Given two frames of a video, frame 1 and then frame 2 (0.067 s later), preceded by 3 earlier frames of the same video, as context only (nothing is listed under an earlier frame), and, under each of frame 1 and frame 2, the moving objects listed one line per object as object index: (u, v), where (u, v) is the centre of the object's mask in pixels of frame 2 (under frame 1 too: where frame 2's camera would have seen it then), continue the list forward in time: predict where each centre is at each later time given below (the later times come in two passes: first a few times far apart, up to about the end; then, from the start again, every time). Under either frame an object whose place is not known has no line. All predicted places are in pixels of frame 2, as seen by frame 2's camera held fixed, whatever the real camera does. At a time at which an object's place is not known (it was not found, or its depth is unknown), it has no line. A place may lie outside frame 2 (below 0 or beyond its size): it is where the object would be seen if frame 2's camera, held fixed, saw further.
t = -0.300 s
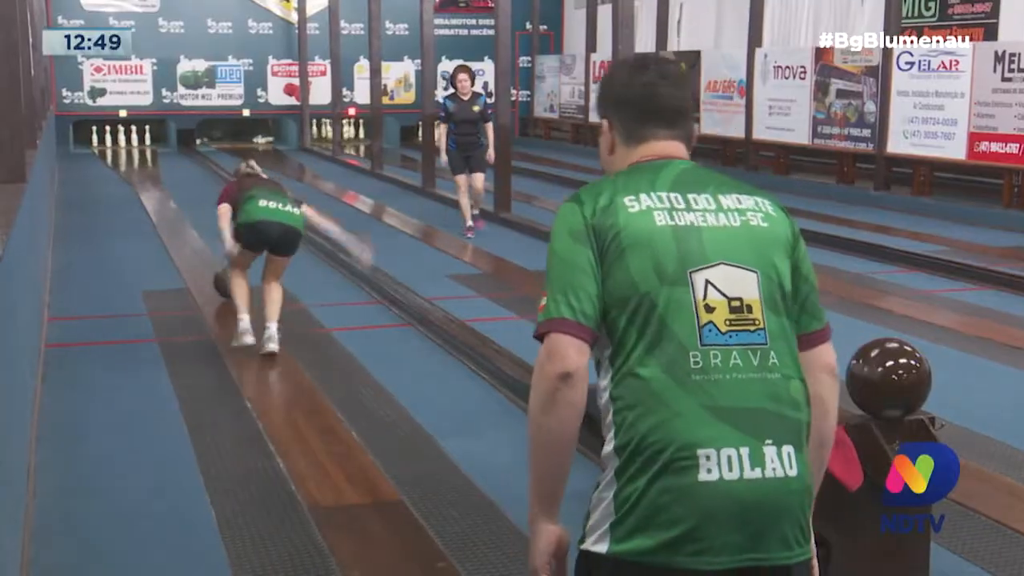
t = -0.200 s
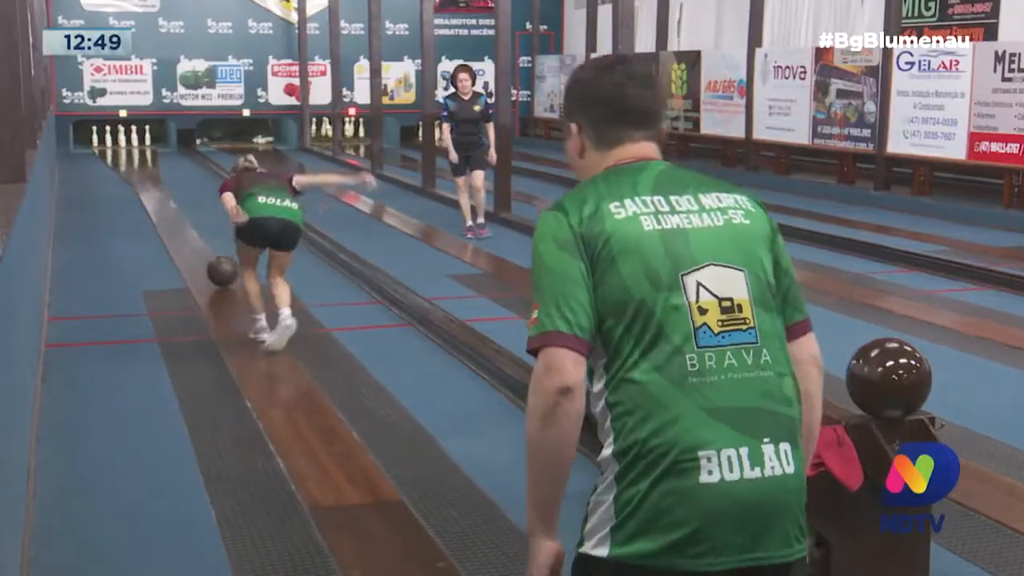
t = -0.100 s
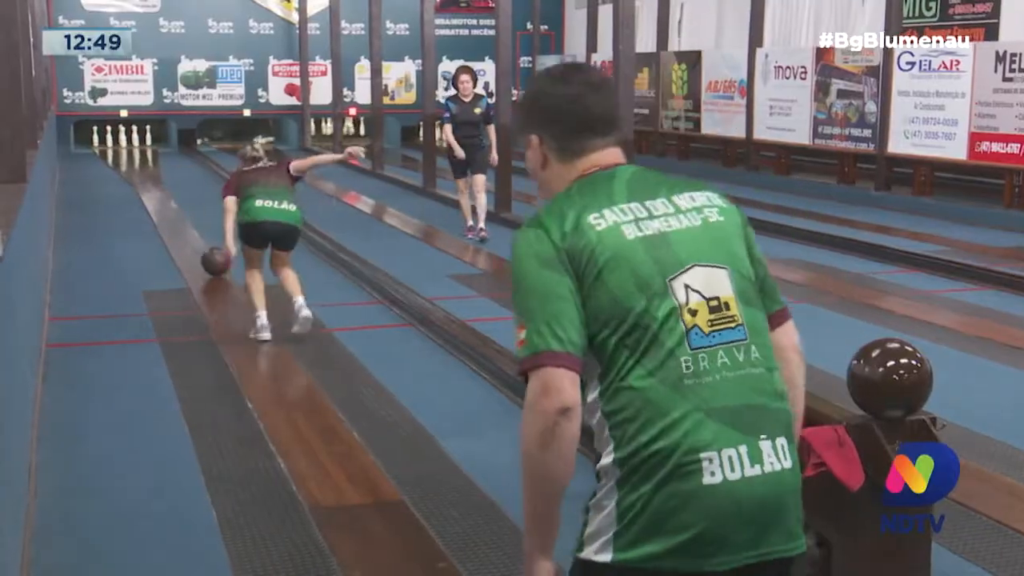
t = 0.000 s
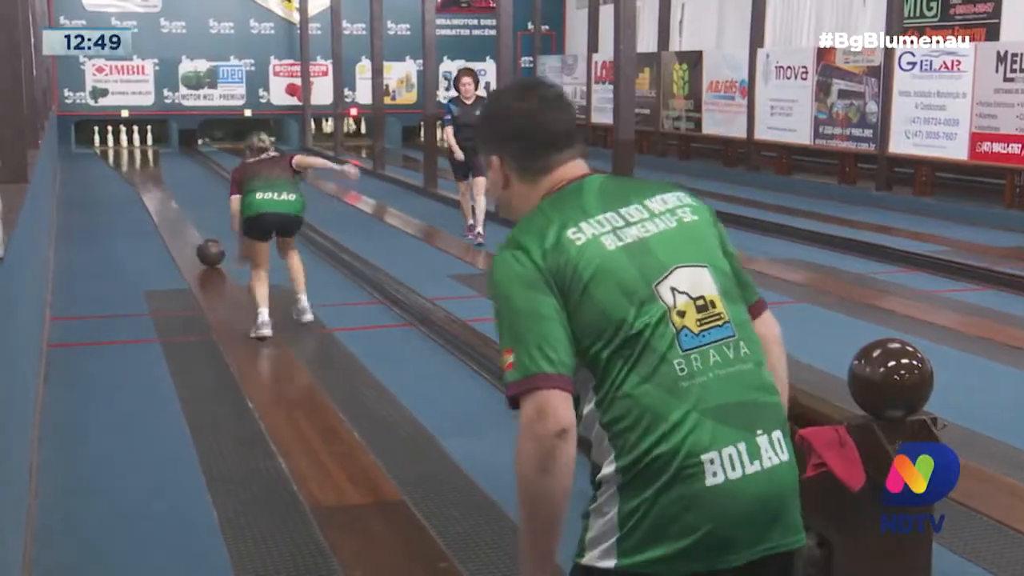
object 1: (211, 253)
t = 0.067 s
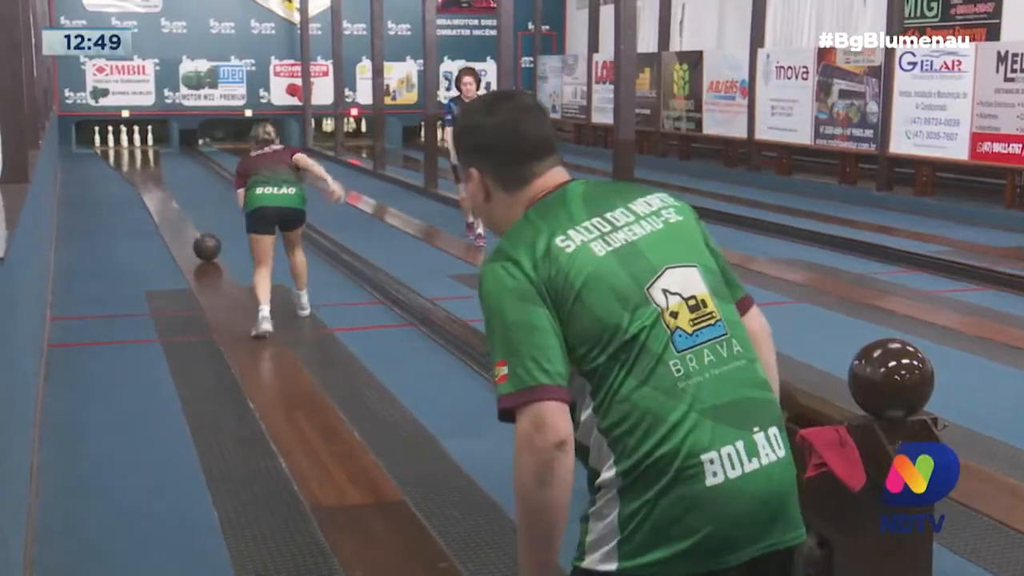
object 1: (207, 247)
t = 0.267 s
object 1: (196, 232)
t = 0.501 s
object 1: (184, 219)
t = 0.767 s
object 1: (173, 207)
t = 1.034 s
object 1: (163, 197)
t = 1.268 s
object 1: (156, 190)
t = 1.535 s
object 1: (149, 182)
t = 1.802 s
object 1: (143, 176)
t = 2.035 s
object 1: (139, 172)
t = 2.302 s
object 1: (134, 168)
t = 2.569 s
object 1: (130, 162)
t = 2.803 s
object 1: (127, 157)
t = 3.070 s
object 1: (126, 154)
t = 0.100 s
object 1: (205, 244)
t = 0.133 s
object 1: (203, 242)
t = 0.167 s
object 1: (201, 239)
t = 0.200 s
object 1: (199, 237)
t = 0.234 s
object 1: (198, 235)
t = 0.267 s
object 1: (196, 232)
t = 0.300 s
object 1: (194, 231)
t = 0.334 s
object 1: (192, 229)
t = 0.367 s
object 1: (190, 227)
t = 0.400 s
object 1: (189, 225)
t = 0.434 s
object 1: (187, 223)
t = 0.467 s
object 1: (186, 221)
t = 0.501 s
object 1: (184, 219)
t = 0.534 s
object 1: (183, 218)
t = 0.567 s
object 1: (181, 216)
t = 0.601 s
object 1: (180, 215)
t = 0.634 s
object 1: (178, 213)
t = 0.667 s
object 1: (177, 211)
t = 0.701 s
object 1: (176, 210)
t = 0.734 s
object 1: (174, 208)
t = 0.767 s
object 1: (173, 207)
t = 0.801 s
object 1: (172, 205)
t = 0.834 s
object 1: (170, 205)
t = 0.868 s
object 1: (169, 203)
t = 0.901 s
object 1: (168, 202)
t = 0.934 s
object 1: (167, 200)
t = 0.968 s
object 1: (166, 199)
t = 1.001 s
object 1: (164, 198)
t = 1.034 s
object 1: (163, 197)
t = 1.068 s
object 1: (163, 196)
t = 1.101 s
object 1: (161, 195)
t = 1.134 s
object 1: (161, 194)
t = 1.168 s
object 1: (159, 192)
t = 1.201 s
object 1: (158, 192)
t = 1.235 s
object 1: (157, 191)
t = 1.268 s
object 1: (156, 190)
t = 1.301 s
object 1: (156, 189)
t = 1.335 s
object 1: (155, 188)
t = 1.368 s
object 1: (154, 187)
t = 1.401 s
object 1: (152, 186)
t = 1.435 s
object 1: (152, 185)
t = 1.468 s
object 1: (151, 185)
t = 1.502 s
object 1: (150, 184)
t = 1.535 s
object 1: (149, 182)
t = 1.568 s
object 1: (147, 181)
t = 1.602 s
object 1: (147, 181)
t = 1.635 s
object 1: (147, 181)
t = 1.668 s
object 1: (146, 180)
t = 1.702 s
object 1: (145, 179)
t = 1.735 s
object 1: (144, 179)
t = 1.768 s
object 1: (144, 178)
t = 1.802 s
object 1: (143, 176)
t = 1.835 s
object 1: (142, 176)
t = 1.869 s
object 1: (142, 175)
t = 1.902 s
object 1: (141, 174)
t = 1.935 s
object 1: (141, 174)
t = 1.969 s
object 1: (140, 173)
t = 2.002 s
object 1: (139, 172)
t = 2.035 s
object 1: (139, 172)
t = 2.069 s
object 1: (137, 171)
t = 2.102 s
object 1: (137, 170)
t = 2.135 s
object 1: (137, 170)
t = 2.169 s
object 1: (137, 170)
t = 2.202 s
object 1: (137, 170)
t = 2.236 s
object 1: (135, 168)
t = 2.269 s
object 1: (135, 168)
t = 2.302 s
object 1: (134, 168)
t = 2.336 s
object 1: (133, 167)
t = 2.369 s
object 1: (132, 166)
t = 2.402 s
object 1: (132, 165)
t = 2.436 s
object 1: (132, 164)
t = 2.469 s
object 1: (131, 163)
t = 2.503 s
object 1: (131, 162)
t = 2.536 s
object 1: (130, 162)
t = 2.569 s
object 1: (130, 162)
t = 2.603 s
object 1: (129, 161)
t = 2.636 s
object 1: (129, 160)
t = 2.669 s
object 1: (129, 160)
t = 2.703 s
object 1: (129, 160)
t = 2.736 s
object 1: (128, 158)
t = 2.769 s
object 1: (127, 157)
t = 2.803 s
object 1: (127, 157)
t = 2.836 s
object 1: (127, 156)
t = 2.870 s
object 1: (127, 156)
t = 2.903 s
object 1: (126, 156)
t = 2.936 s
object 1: (127, 155)
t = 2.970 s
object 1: (126, 155)
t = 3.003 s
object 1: (126, 154)
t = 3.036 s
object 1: (126, 154)
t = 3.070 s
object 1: (126, 154)
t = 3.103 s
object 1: (126, 153)
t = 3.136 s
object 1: (125, 154)
